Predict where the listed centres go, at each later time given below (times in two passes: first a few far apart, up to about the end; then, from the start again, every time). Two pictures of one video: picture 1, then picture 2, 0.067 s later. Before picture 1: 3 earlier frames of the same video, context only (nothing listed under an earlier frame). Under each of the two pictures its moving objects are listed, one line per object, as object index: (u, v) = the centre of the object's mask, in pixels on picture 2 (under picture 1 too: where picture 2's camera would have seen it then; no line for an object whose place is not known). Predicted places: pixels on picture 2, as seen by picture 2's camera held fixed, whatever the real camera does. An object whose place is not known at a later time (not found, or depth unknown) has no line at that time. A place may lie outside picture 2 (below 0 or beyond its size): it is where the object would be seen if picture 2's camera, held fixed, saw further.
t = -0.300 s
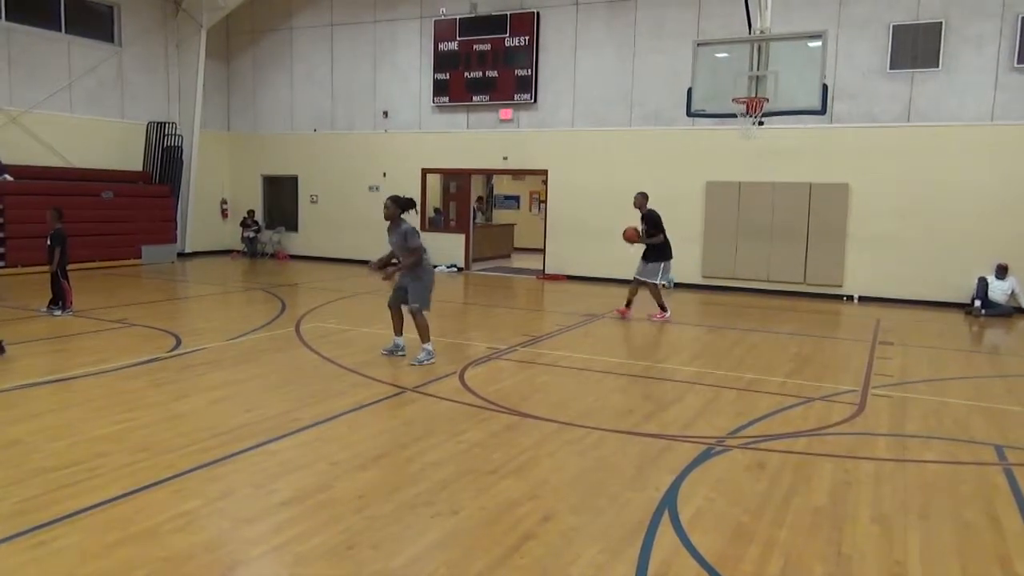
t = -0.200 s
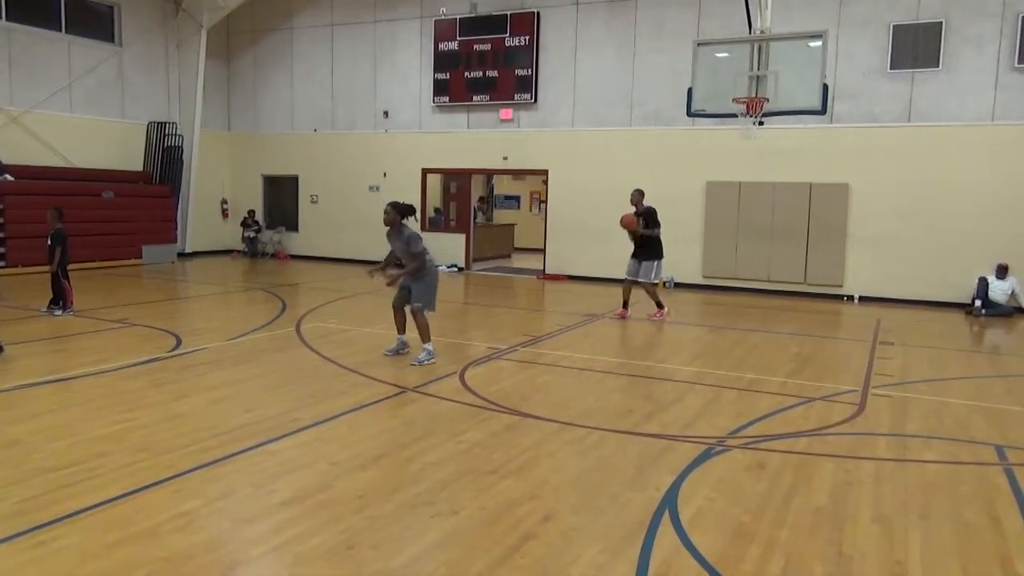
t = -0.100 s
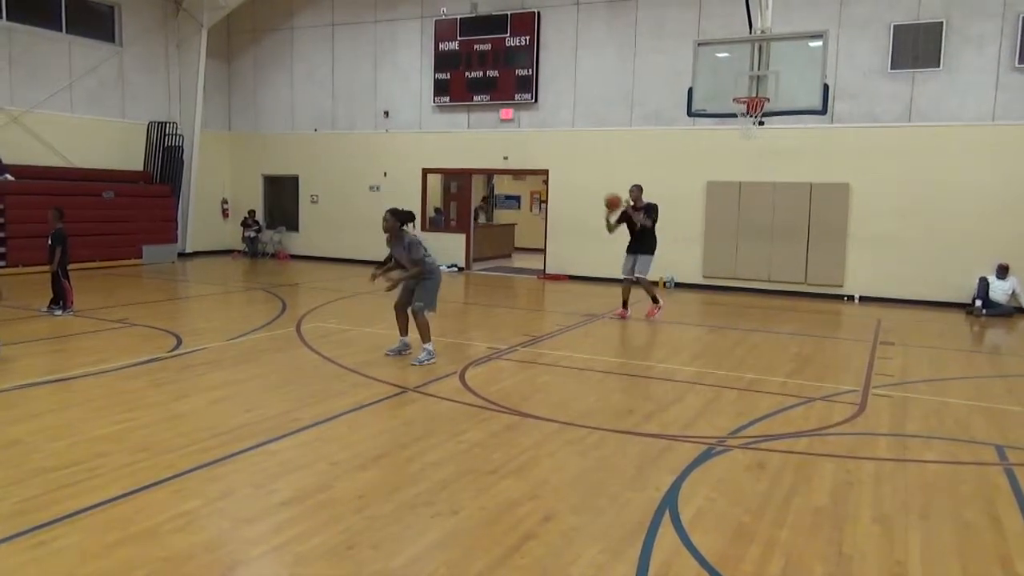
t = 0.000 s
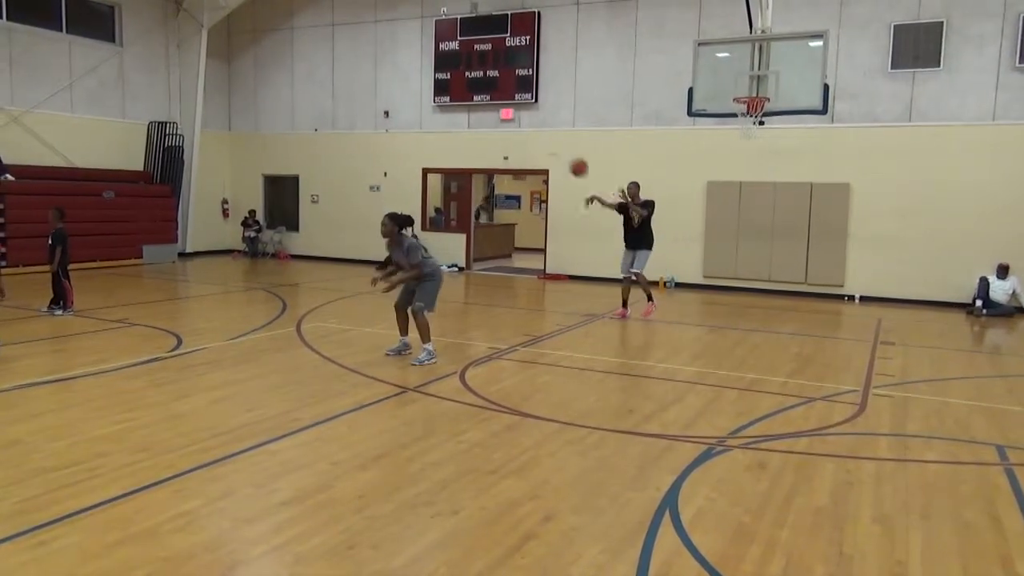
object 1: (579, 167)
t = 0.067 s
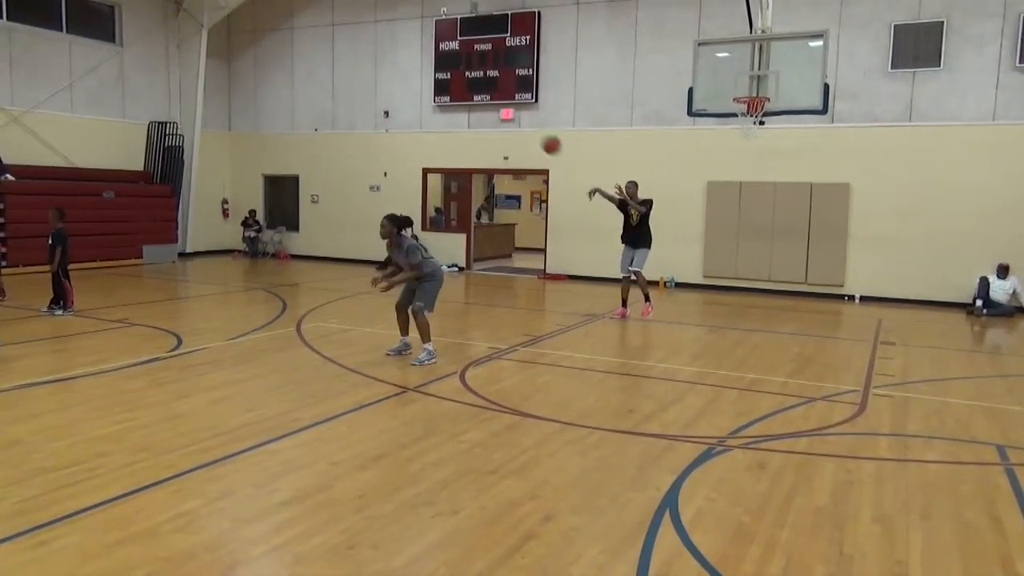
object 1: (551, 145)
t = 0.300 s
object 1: (438, 84)
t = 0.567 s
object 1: (267, 61)
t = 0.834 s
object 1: (36, 115)
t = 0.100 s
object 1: (536, 133)
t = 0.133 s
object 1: (521, 124)
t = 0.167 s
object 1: (506, 115)
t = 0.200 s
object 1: (490, 106)
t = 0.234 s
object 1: (473, 95)
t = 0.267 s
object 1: (457, 88)
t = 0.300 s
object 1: (438, 84)
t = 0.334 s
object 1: (418, 77)
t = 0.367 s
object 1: (398, 71)
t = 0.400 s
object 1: (378, 67)
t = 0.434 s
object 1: (358, 63)
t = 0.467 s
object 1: (336, 62)
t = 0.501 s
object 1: (313, 60)
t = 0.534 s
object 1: (289, 60)
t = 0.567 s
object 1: (267, 61)
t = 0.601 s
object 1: (240, 61)
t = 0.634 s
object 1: (215, 63)
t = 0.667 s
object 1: (186, 69)
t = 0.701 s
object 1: (158, 75)
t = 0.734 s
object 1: (129, 83)
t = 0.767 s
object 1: (99, 91)
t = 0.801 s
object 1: (68, 102)
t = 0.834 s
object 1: (36, 115)
